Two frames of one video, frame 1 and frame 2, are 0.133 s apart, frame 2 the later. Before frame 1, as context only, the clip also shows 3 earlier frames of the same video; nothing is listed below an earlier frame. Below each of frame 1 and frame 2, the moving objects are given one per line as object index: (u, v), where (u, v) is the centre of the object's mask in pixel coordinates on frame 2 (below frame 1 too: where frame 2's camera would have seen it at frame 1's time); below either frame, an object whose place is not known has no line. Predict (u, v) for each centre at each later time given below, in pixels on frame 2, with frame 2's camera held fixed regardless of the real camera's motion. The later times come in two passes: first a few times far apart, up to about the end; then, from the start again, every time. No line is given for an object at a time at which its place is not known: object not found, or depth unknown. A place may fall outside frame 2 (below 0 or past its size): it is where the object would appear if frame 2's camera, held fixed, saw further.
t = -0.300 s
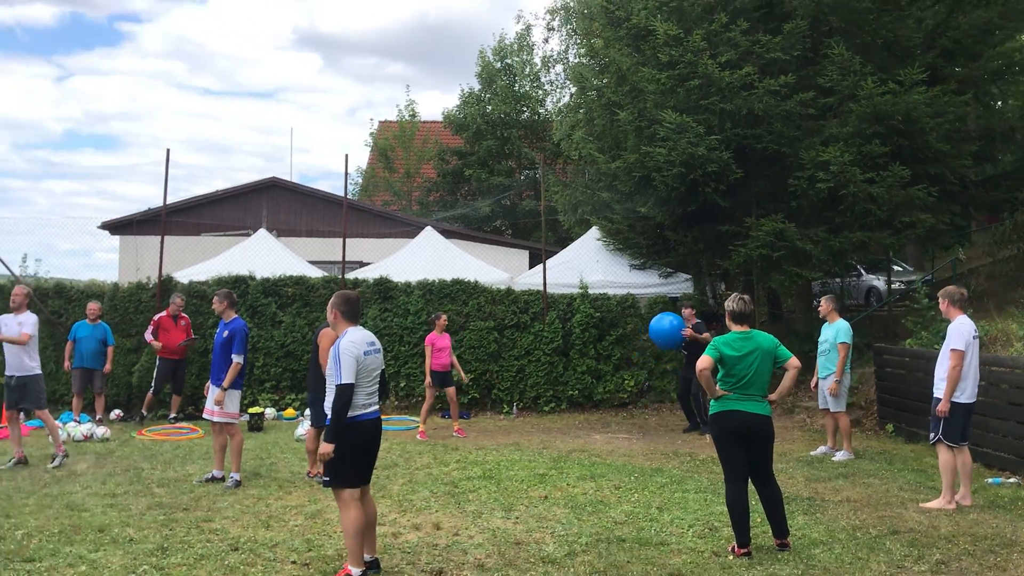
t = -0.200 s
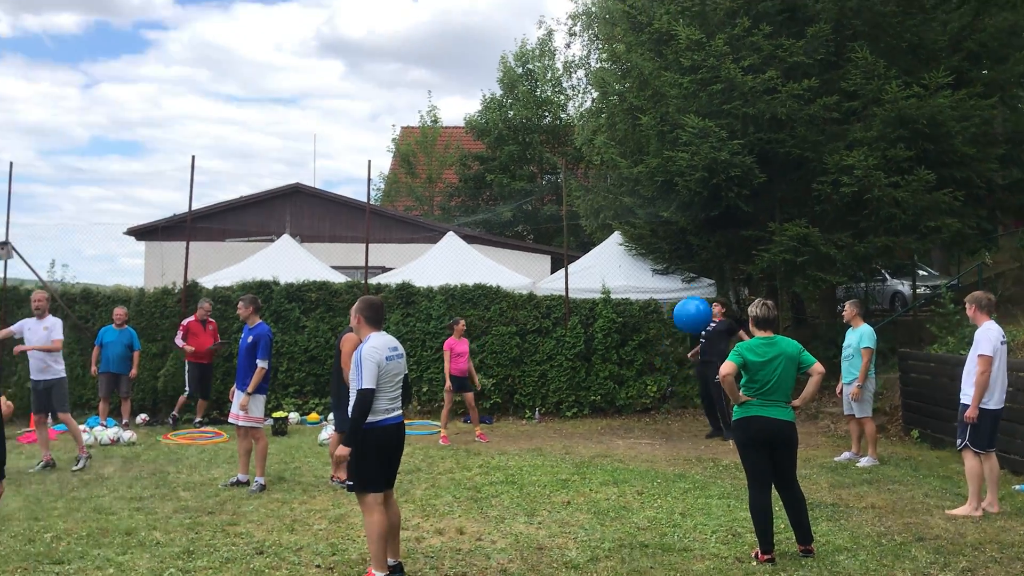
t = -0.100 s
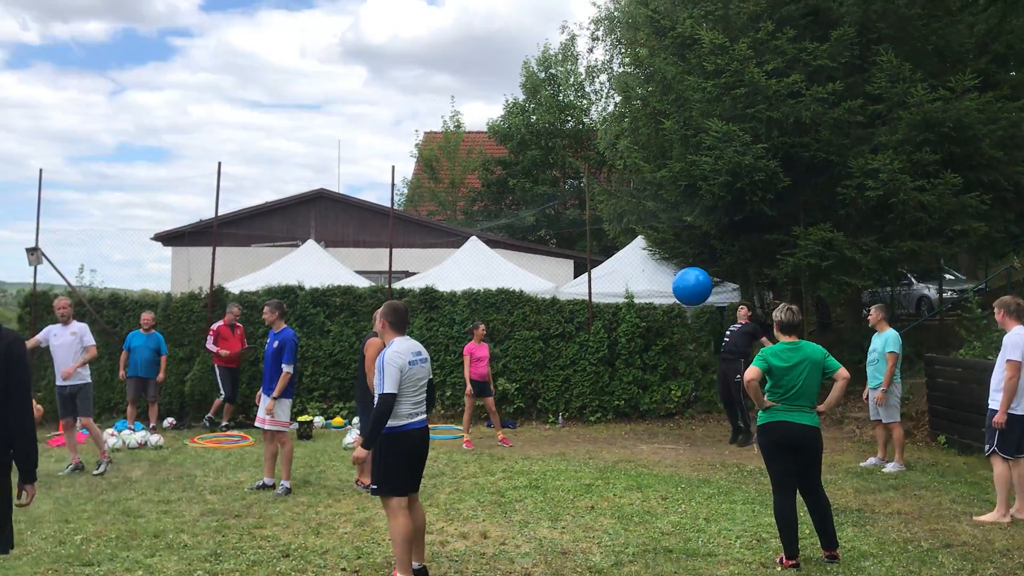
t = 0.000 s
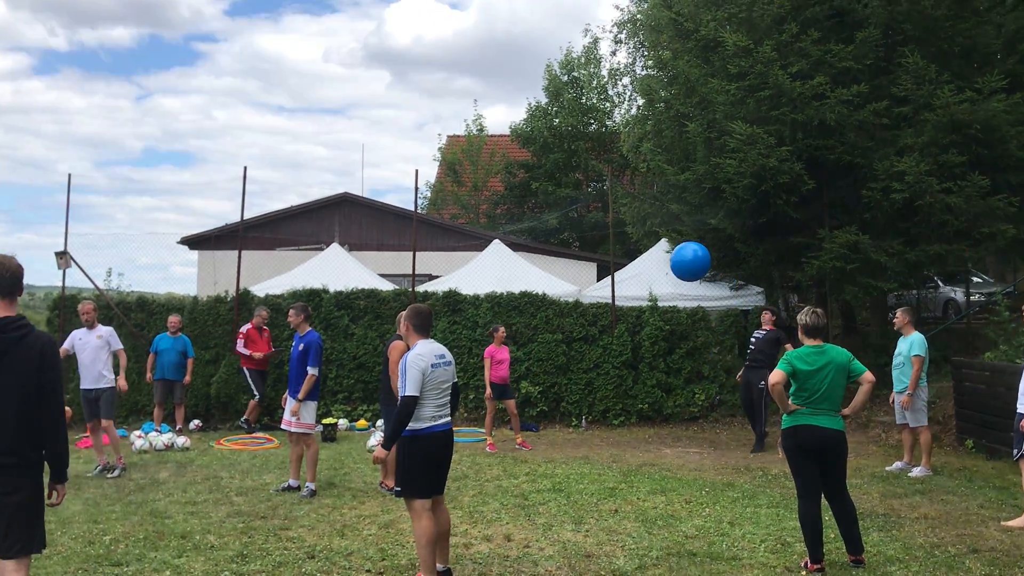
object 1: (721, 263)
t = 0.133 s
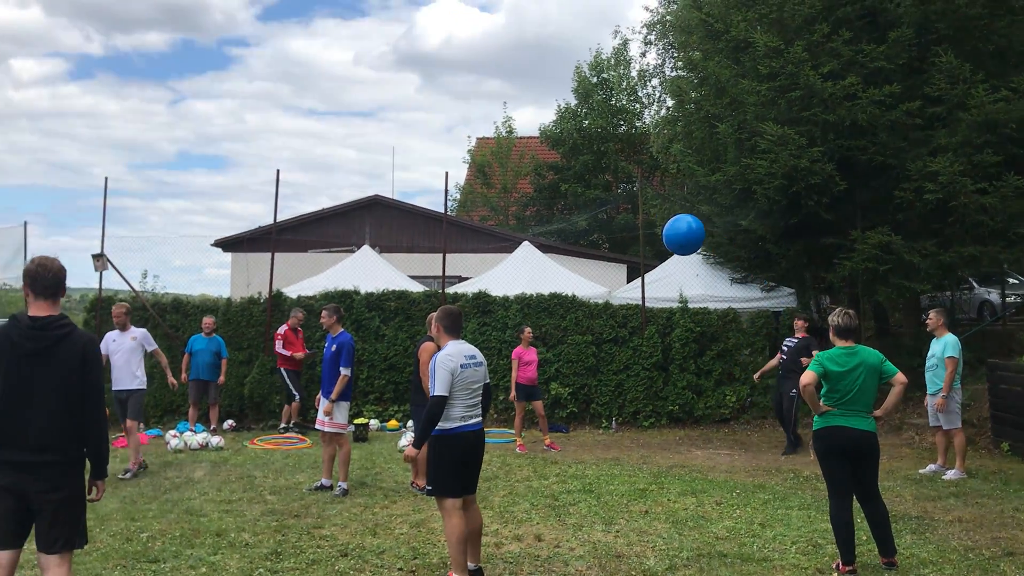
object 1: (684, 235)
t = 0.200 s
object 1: (664, 225)
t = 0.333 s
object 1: (625, 215)
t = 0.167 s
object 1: (674, 229)
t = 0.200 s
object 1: (664, 225)
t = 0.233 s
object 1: (655, 221)
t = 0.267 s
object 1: (645, 218)
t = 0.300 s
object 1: (635, 216)
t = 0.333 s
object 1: (625, 215)
